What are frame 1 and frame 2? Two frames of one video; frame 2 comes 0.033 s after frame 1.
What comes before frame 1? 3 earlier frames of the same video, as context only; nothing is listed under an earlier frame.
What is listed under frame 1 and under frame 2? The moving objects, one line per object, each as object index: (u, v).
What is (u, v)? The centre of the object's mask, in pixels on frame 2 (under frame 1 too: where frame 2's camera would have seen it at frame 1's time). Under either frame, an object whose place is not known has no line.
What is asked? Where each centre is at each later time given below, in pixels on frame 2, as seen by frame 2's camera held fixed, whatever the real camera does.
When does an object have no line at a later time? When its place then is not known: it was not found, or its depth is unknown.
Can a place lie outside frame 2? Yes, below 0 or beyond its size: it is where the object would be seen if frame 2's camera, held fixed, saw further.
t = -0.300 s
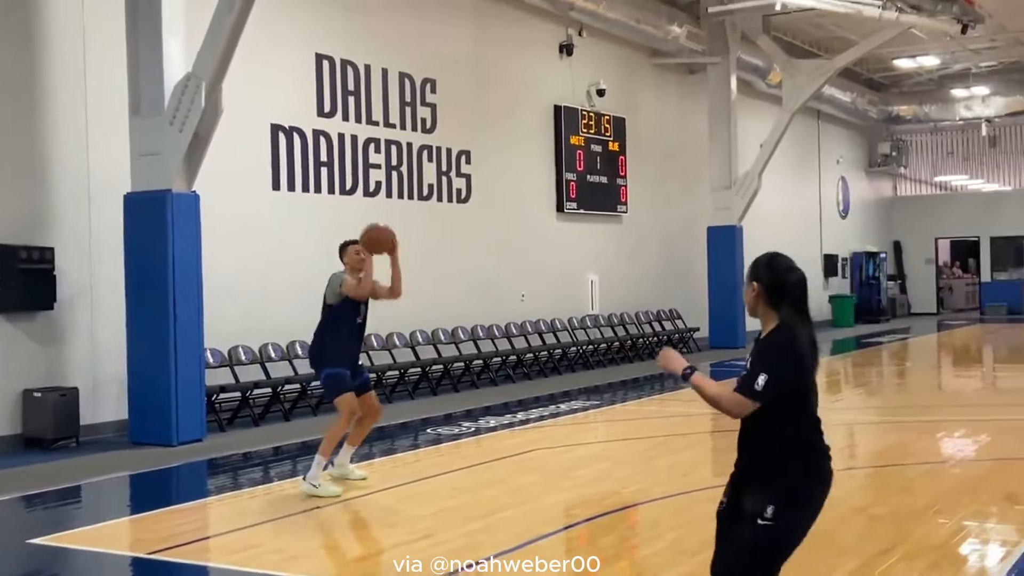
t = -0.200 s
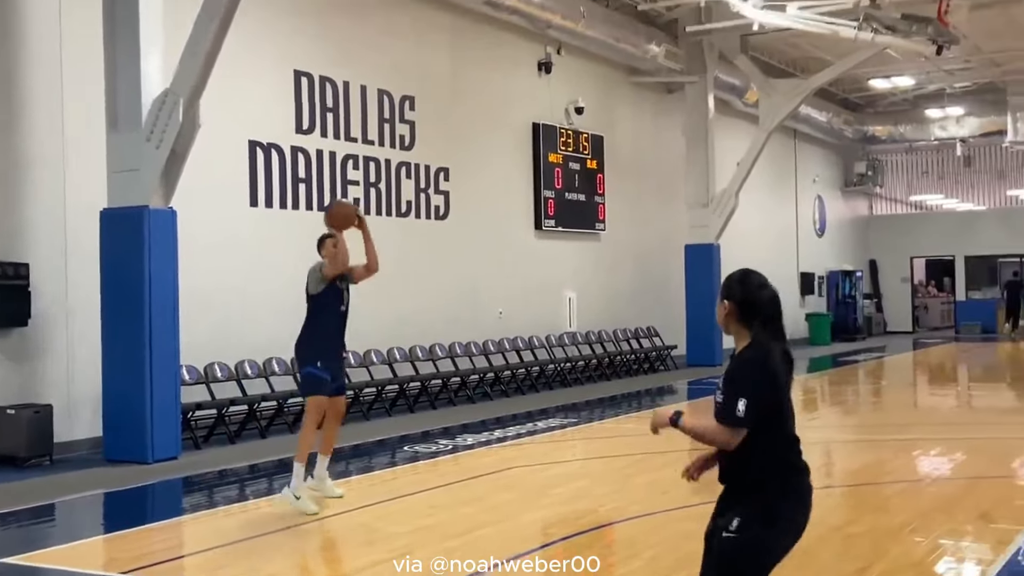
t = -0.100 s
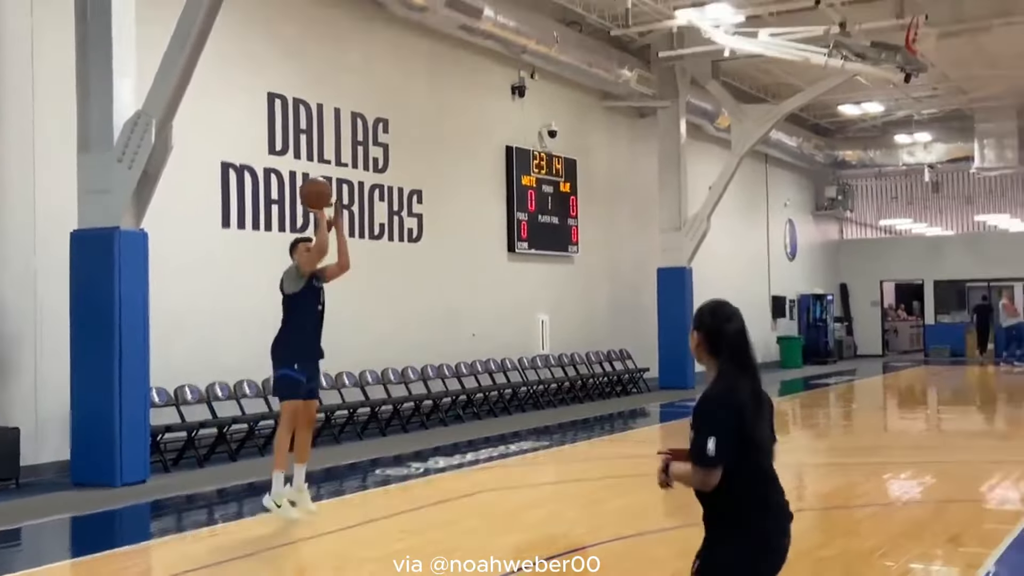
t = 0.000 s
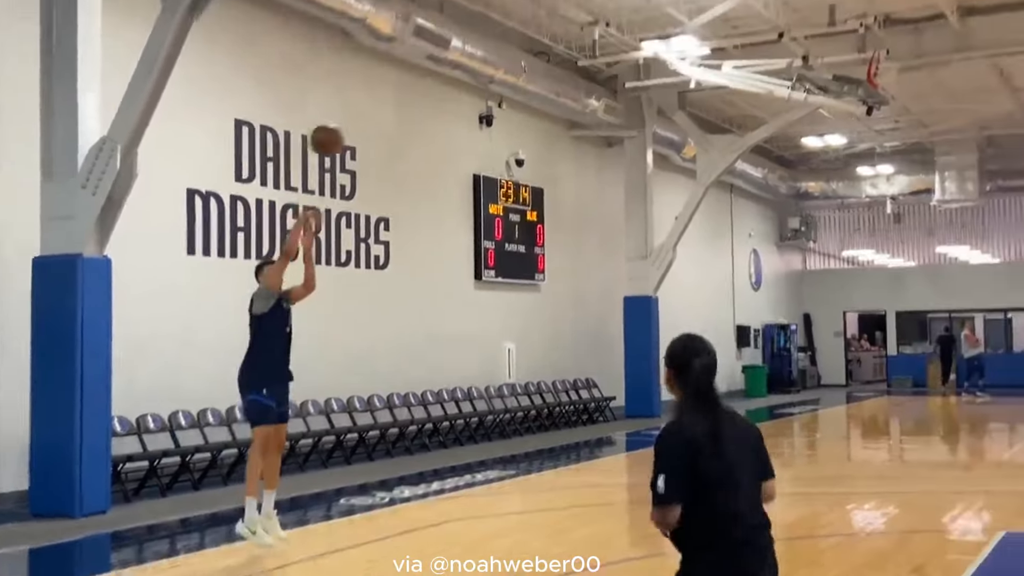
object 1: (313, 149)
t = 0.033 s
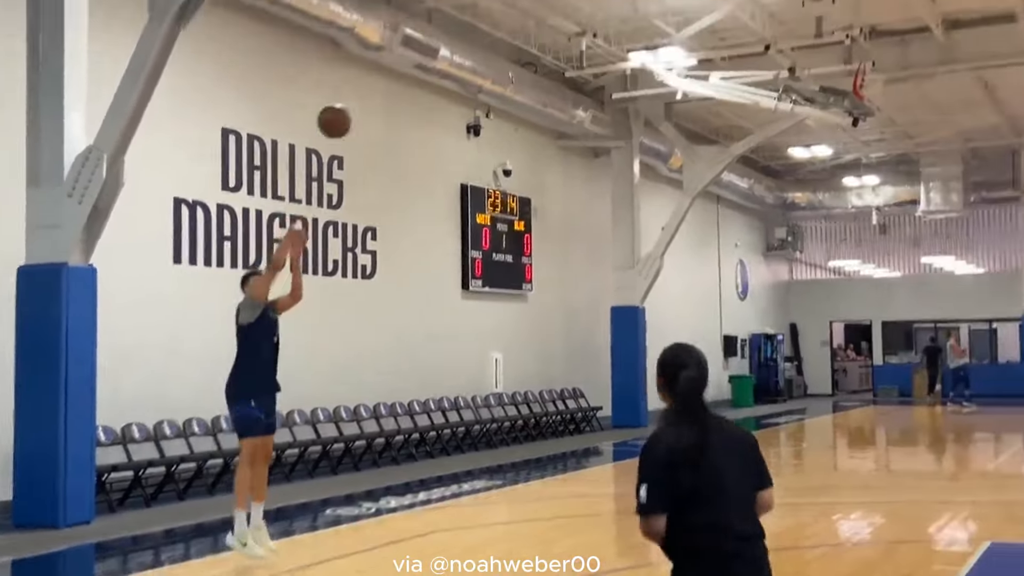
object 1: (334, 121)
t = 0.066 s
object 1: (356, 92)
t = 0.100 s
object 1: (378, 67)
